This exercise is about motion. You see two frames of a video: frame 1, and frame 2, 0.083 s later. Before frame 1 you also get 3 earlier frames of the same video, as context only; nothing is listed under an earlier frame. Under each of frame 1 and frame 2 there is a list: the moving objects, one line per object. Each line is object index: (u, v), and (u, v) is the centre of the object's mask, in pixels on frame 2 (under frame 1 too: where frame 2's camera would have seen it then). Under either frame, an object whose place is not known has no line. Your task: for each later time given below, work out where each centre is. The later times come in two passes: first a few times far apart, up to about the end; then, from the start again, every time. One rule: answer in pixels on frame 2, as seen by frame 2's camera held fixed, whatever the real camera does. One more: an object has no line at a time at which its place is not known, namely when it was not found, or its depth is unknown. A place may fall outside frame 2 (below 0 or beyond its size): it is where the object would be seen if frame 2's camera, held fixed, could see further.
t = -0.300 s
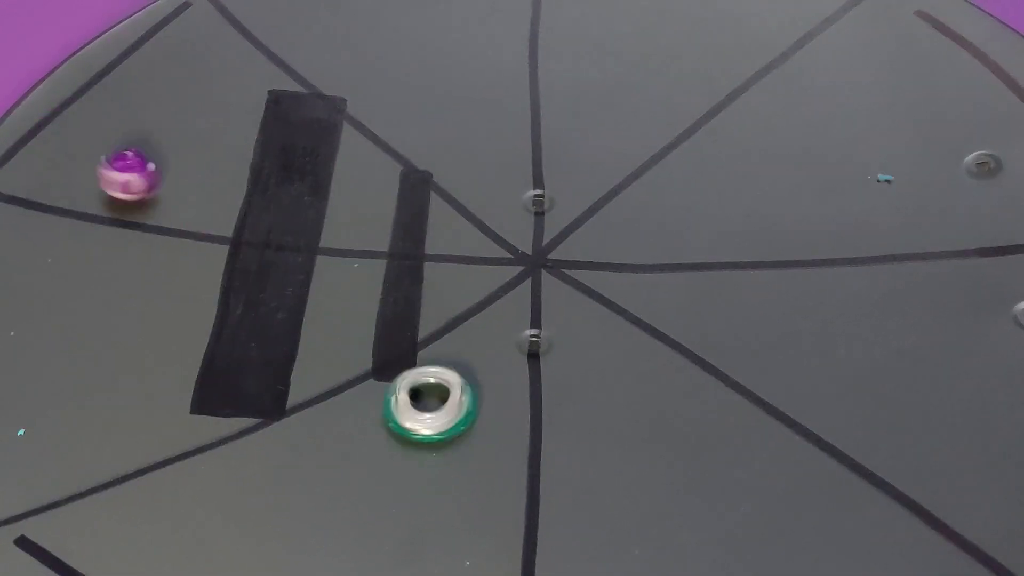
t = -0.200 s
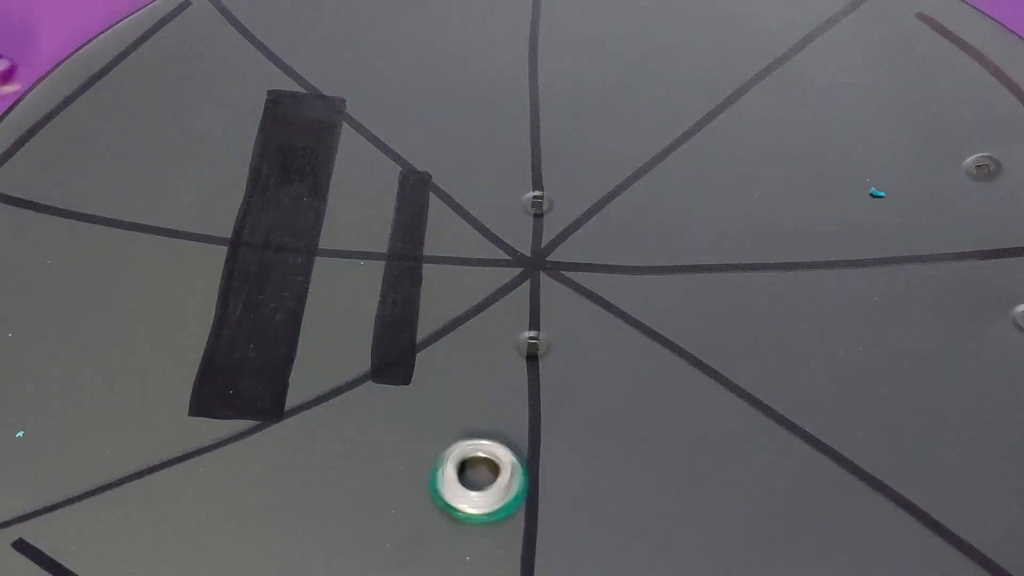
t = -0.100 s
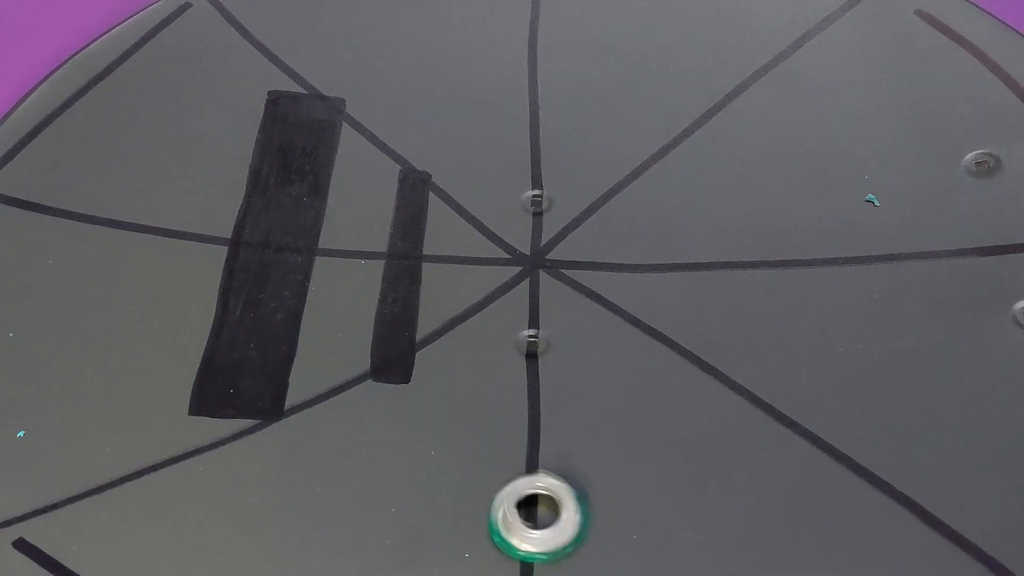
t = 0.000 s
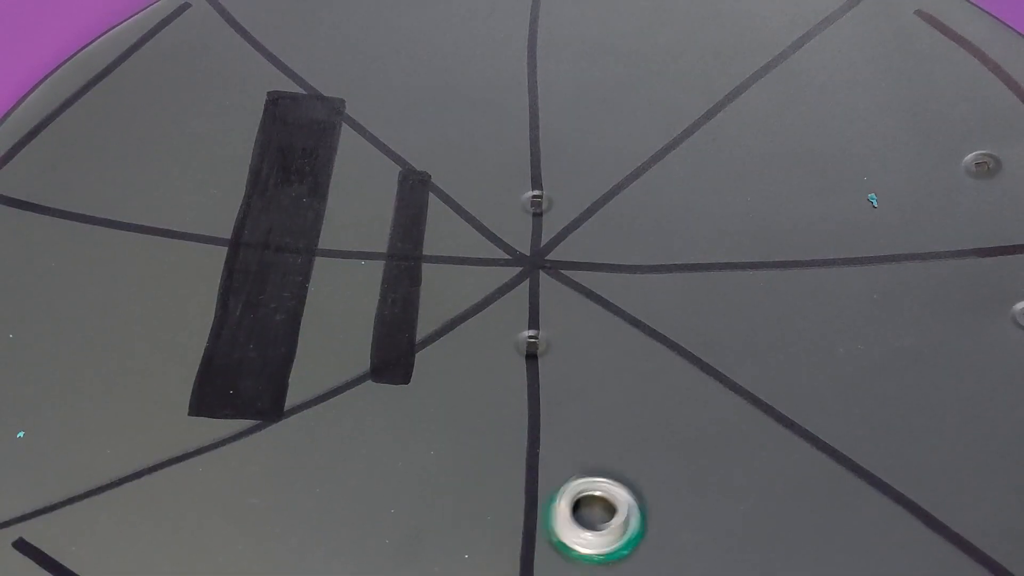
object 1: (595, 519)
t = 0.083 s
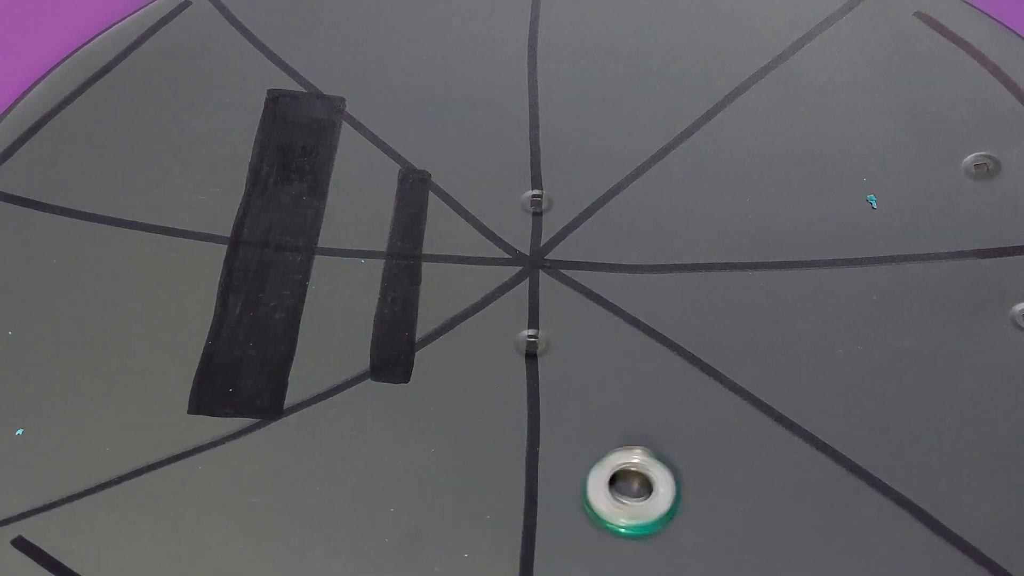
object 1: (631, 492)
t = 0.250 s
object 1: (667, 392)
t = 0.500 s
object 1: (642, 223)
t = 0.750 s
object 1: (573, 132)
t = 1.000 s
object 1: (500, 145)
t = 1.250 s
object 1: (475, 194)
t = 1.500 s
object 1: (476, 198)
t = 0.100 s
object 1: (637, 486)
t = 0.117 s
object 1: (642, 477)
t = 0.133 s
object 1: (647, 468)
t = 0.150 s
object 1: (651, 459)
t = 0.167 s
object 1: (656, 448)
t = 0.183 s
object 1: (659, 438)
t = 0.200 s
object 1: (662, 427)
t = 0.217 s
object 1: (664, 415)
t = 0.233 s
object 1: (667, 404)
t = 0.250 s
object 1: (667, 392)
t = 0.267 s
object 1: (668, 381)
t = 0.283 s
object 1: (669, 368)
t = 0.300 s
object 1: (669, 357)
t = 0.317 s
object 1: (668, 344)
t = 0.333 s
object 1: (667, 332)
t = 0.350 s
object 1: (666, 319)
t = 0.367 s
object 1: (665, 309)
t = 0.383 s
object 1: (663, 297)
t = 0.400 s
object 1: (660, 285)
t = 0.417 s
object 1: (658, 274)
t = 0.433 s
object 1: (656, 263)
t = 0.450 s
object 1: (653, 253)
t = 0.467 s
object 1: (649, 242)
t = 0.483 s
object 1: (646, 233)
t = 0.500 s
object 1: (642, 223)
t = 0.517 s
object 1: (639, 213)
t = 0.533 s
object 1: (635, 205)
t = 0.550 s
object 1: (631, 196)
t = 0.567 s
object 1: (627, 188)
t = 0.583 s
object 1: (622, 181)
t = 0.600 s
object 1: (618, 174)
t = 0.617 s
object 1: (613, 167)
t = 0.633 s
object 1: (609, 161)
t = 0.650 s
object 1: (604, 155)
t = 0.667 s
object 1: (599, 150)
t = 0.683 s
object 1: (593, 145)
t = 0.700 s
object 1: (588, 141)
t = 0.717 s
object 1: (584, 137)
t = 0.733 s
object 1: (578, 134)
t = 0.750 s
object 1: (573, 132)
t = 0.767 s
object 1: (567, 129)
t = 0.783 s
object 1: (562, 127)
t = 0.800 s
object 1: (557, 126)
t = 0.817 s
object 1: (551, 125)
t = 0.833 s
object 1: (546, 125)
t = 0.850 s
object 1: (540, 125)
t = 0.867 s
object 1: (535, 125)
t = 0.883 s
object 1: (531, 127)
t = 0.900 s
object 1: (526, 128)
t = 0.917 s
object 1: (522, 130)
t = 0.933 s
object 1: (517, 132)
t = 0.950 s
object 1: (512, 135)
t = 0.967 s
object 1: (508, 138)
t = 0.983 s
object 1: (504, 141)
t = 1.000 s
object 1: (500, 145)
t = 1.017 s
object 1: (496, 148)
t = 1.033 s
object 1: (493, 151)
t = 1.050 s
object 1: (490, 155)
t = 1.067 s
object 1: (488, 159)
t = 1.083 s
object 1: (486, 164)
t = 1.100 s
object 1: (484, 168)
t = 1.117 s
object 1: (482, 172)
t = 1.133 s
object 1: (480, 176)
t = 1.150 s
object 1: (478, 179)
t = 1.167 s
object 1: (477, 182)
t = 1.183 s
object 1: (477, 186)
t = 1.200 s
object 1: (476, 188)
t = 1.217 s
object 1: (476, 191)
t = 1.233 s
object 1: (476, 193)
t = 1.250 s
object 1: (475, 194)
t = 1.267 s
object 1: (475, 196)
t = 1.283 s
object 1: (476, 197)
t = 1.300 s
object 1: (476, 198)
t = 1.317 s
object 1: (476, 198)
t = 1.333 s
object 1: (476, 198)
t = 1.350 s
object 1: (476, 198)
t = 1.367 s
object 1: (476, 198)
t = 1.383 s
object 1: (476, 198)
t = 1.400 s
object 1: (476, 198)
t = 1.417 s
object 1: (476, 198)
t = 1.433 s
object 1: (476, 198)
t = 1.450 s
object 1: (476, 198)
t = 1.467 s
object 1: (476, 198)
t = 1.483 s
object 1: (476, 198)
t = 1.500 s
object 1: (476, 198)
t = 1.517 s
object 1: (476, 198)
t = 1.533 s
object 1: (476, 198)
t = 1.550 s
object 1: (476, 198)
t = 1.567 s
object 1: (476, 198)
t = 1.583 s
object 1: (476, 198)
